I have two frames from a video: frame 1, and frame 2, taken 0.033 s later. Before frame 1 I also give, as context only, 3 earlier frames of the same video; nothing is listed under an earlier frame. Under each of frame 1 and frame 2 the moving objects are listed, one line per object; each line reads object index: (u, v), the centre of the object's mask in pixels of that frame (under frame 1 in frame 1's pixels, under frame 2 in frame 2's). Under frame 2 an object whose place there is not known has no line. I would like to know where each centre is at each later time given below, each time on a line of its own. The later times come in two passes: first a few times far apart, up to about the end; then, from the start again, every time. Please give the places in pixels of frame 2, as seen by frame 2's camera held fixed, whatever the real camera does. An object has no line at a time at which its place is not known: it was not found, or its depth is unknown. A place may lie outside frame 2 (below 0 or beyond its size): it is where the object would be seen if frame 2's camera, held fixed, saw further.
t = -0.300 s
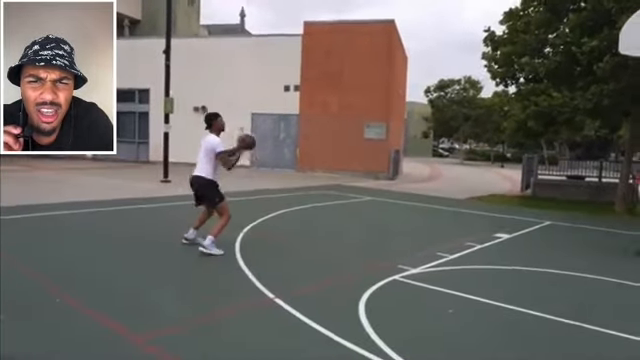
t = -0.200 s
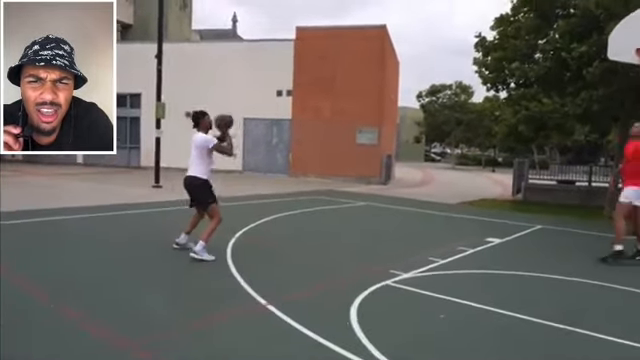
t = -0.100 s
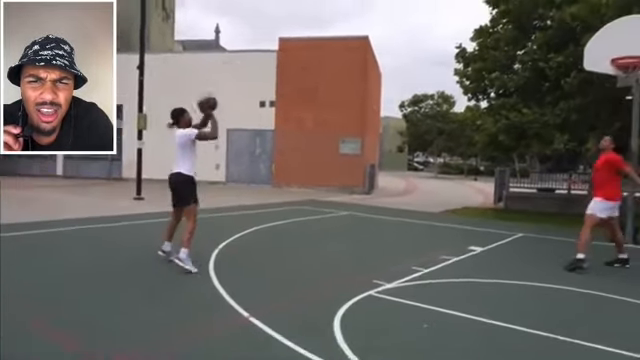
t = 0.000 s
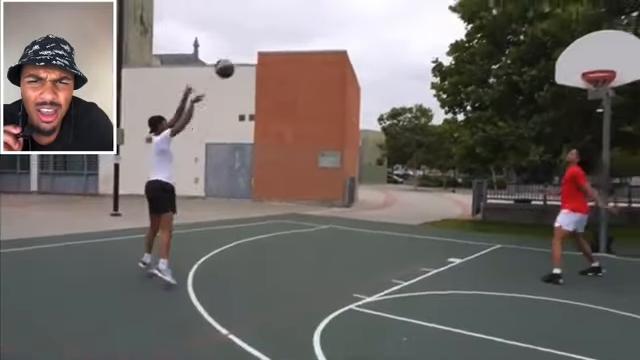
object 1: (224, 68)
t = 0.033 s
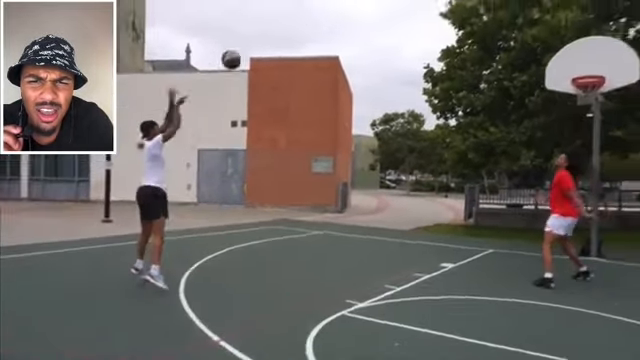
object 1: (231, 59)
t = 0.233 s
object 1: (312, -6)
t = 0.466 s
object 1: (395, -36)
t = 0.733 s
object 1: (474, -15)
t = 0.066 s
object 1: (245, 46)
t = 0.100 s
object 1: (259, 33)
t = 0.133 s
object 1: (273, 22)
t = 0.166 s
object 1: (286, 12)
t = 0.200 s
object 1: (299, 3)
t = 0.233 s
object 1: (312, -6)
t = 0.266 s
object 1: (324, -13)
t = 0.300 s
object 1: (337, -20)
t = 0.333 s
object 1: (350, -25)
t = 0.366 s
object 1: (361, -29)
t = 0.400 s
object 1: (373, -32)
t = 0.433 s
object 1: (385, -35)
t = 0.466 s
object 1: (395, -36)
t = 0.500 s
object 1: (407, -39)
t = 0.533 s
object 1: (417, -36)
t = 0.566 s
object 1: (427, -33)
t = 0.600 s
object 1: (437, -31)
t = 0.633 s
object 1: (447, -28)
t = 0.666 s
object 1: (456, -25)
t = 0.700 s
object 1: (465, -20)
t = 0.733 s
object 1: (474, -15)
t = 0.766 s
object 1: (483, -10)
